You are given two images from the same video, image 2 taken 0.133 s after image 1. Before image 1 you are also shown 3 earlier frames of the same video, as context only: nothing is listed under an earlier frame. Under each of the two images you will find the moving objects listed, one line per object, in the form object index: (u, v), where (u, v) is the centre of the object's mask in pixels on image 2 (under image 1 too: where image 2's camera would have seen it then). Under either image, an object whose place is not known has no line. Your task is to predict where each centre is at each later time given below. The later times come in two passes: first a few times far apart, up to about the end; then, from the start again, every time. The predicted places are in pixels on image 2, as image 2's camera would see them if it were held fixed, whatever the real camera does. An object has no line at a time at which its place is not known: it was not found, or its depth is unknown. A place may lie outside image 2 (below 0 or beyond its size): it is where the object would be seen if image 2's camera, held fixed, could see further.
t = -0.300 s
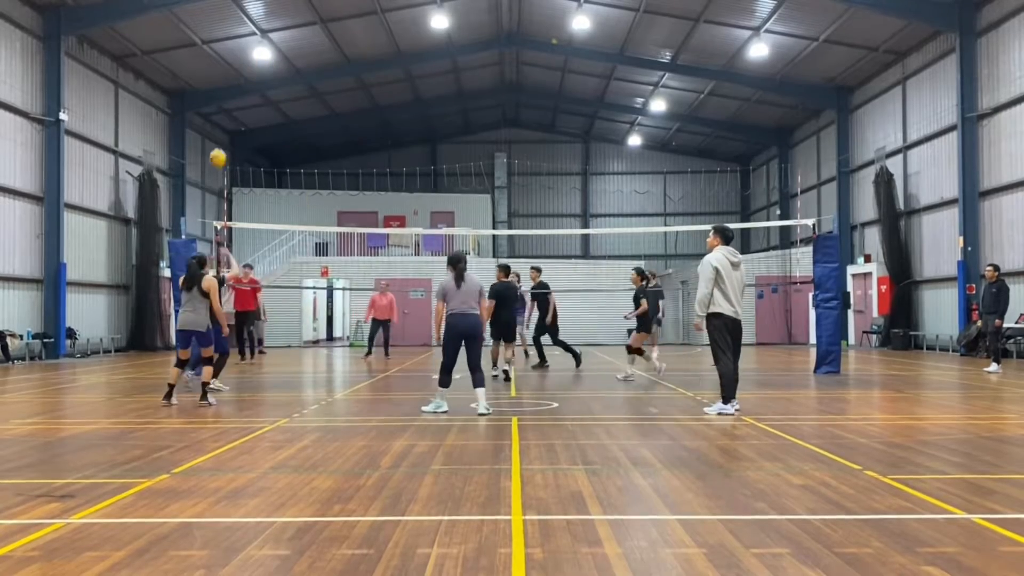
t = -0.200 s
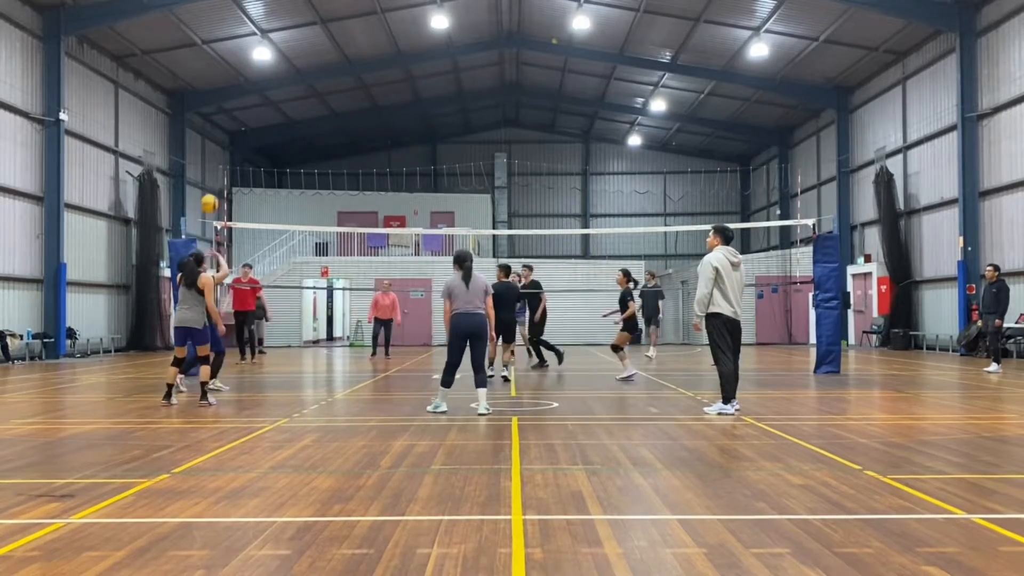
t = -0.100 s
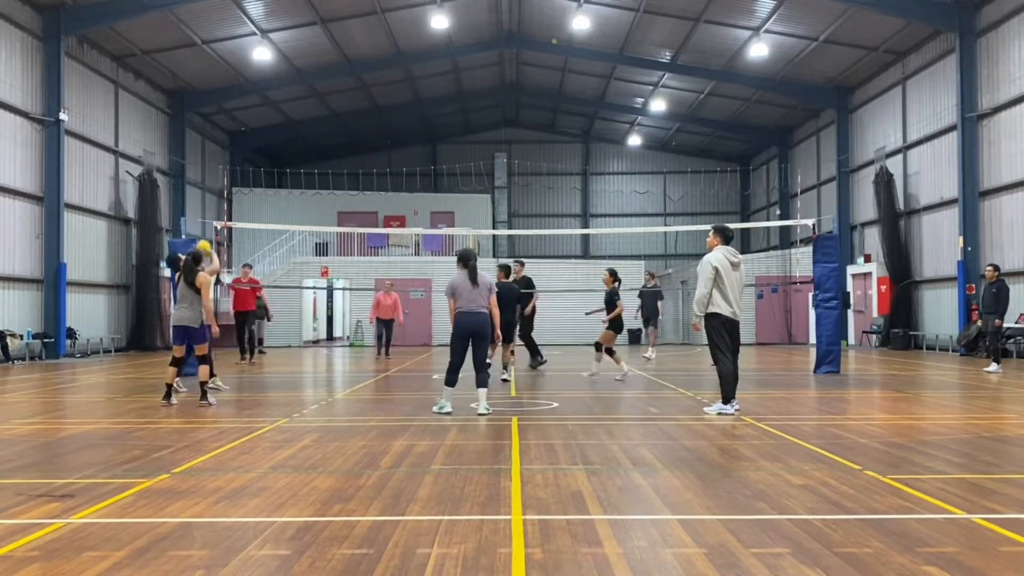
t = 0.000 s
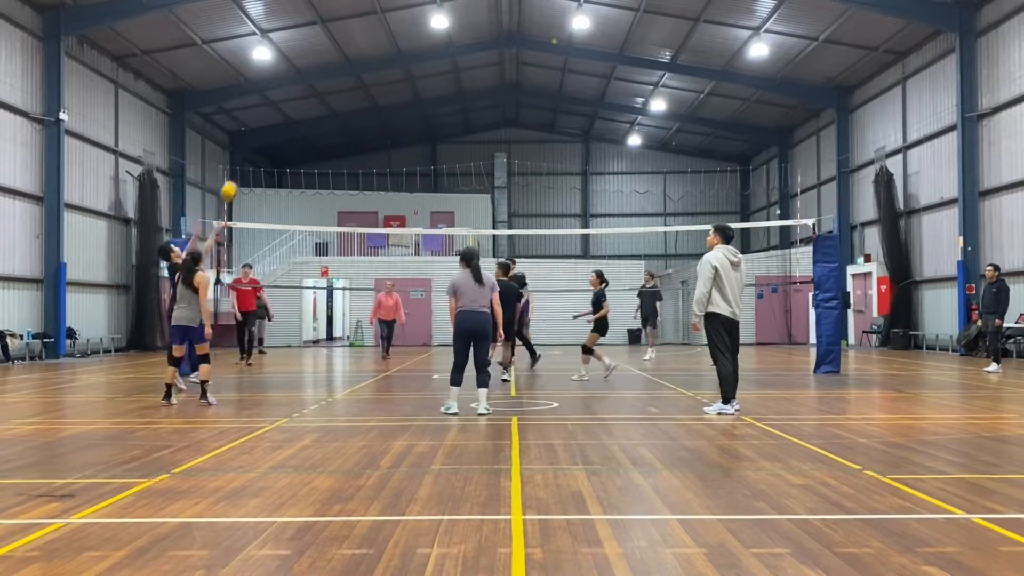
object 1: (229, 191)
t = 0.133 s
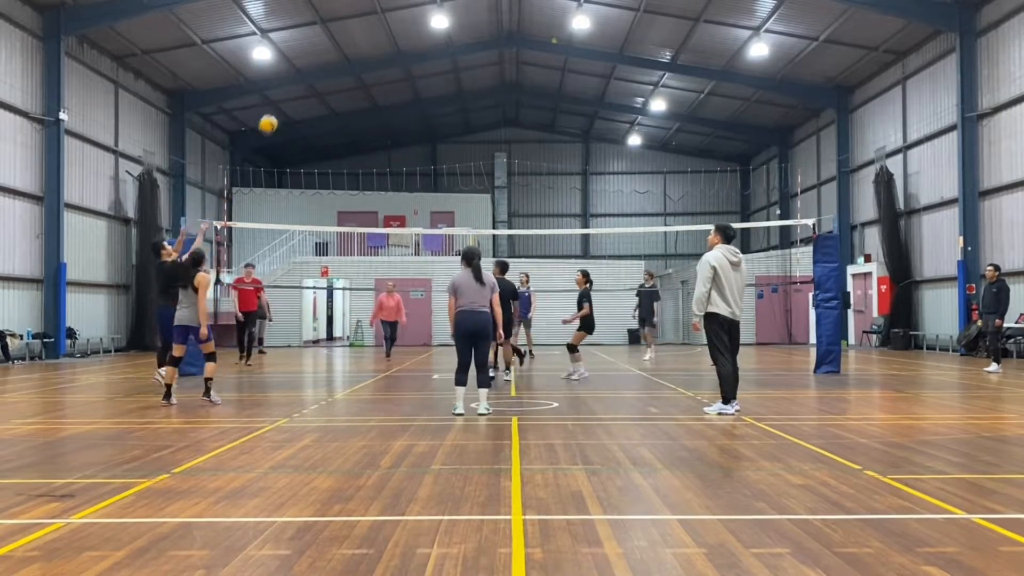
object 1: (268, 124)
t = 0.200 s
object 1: (287, 97)
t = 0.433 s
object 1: (350, 34)
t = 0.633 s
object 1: (402, 15)
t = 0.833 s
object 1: (452, 26)
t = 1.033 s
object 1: (497, 66)
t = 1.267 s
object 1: (547, 147)
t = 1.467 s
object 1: (587, 242)
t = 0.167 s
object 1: (277, 110)
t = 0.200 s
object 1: (287, 97)
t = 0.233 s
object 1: (296, 85)
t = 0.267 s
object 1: (306, 75)
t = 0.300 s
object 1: (315, 65)
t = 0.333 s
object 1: (323, 56)
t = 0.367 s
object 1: (333, 48)
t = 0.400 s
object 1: (342, 41)
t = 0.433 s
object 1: (350, 34)
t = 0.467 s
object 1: (359, 29)
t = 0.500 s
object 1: (368, 24)
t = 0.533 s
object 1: (376, 21)
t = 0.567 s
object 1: (385, 18)
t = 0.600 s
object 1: (394, 15)
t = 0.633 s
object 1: (402, 15)
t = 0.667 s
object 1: (410, 14)
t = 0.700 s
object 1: (418, 15)
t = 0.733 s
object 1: (425, 16)
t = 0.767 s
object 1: (434, 18)
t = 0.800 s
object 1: (443, 22)
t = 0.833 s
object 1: (452, 26)
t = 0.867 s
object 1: (459, 31)
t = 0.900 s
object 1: (466, 36)
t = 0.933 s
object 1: (474, 42)
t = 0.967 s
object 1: (482, 49)
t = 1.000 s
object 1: (489, 57)
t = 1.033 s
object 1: (497, 66)
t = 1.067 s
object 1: (504, 75)
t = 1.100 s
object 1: (511, 85)
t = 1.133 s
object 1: (519, 96)
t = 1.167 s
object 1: (526, 108)
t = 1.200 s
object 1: (533, 120)
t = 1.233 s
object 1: (540, 133)
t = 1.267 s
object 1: (547, 147)
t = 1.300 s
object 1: (554, 161)
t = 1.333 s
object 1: (561, 175)
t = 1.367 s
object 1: (567, 190)
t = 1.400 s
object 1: (574, 207)
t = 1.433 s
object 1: (580, 223)
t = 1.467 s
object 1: (587, 242)
